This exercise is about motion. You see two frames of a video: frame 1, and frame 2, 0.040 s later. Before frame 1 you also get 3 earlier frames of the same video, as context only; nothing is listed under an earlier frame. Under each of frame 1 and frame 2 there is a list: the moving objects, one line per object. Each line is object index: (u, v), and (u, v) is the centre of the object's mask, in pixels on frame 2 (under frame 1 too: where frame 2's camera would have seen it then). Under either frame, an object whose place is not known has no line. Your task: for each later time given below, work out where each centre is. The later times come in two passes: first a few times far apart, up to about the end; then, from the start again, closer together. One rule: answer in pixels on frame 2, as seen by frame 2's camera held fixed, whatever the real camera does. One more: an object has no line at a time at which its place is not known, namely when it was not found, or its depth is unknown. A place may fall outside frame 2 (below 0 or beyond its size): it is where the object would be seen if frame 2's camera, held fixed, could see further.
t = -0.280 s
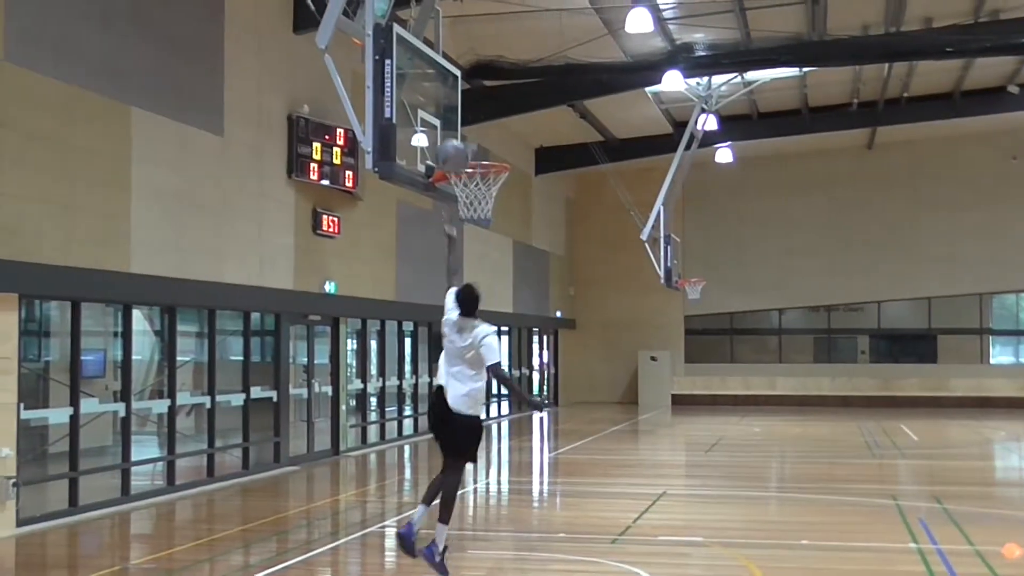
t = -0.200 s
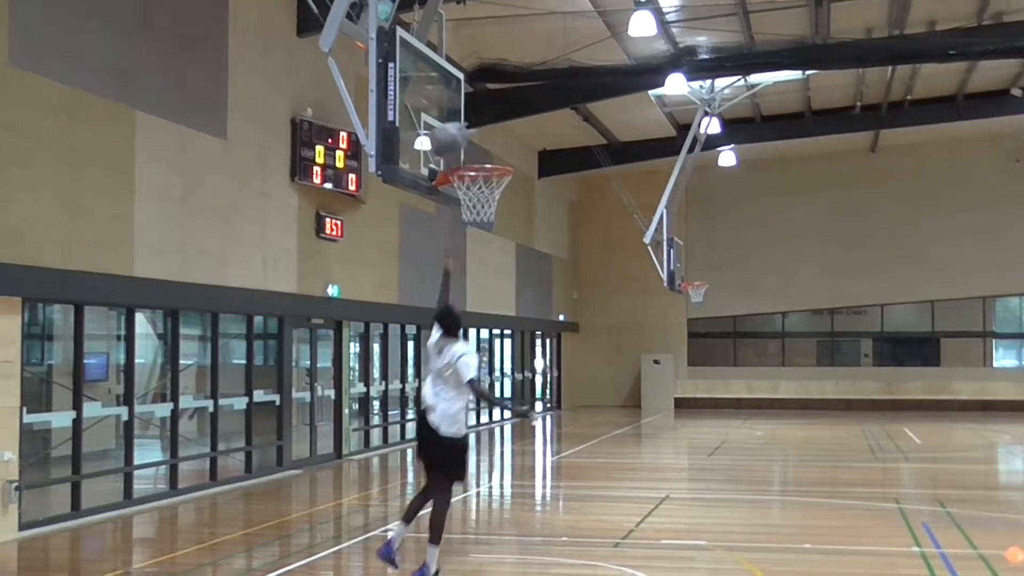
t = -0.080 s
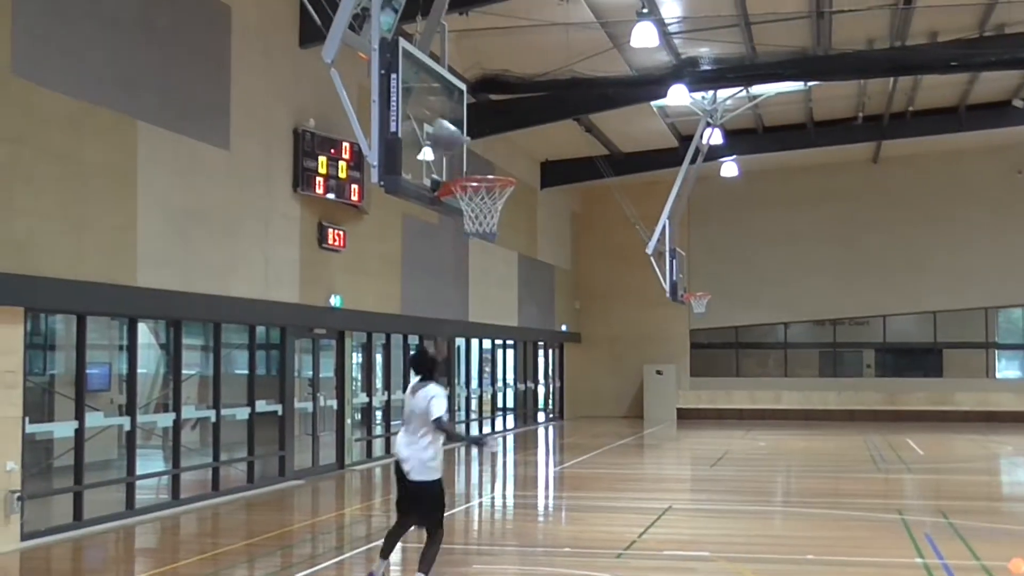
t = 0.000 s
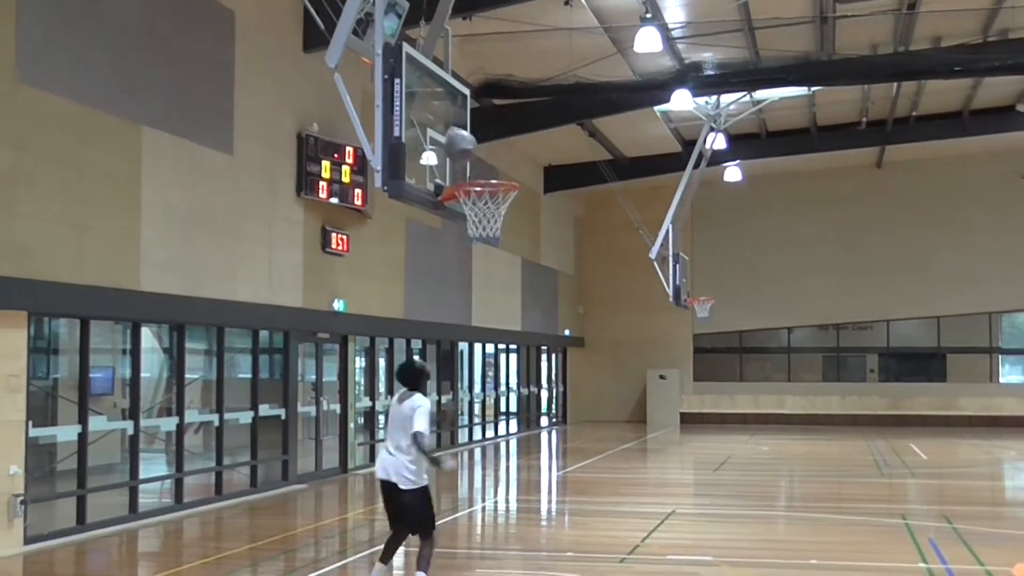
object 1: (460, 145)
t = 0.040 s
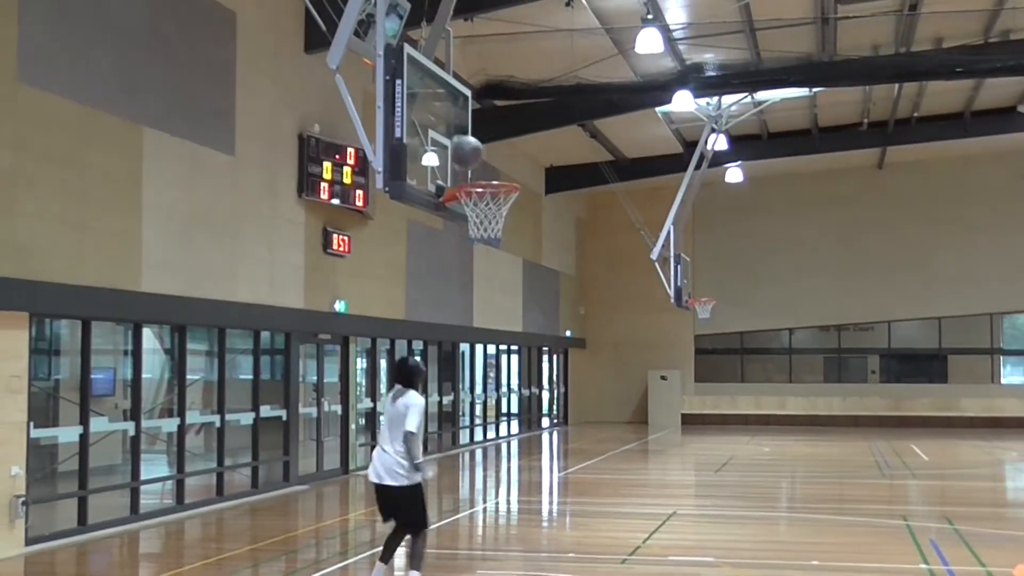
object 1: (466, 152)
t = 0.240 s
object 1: (495, 198)
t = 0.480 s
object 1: (506, 289)
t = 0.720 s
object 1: (514, 439)
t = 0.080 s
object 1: (472, 160)
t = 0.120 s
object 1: (478, 165)
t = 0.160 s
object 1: (482, 170)
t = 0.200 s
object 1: (490, 188)
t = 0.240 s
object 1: (495, 198)
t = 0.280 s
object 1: (501, 214)
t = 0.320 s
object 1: (502, 225)
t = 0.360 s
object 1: (502, 238)
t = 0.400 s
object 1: (504, 250)
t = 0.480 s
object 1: (506, 289)
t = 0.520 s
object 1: (507, 310)
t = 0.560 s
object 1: (506, 331)
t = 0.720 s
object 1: (514, 439)
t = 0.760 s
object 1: (515, 473)
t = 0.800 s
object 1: (519, 507)
